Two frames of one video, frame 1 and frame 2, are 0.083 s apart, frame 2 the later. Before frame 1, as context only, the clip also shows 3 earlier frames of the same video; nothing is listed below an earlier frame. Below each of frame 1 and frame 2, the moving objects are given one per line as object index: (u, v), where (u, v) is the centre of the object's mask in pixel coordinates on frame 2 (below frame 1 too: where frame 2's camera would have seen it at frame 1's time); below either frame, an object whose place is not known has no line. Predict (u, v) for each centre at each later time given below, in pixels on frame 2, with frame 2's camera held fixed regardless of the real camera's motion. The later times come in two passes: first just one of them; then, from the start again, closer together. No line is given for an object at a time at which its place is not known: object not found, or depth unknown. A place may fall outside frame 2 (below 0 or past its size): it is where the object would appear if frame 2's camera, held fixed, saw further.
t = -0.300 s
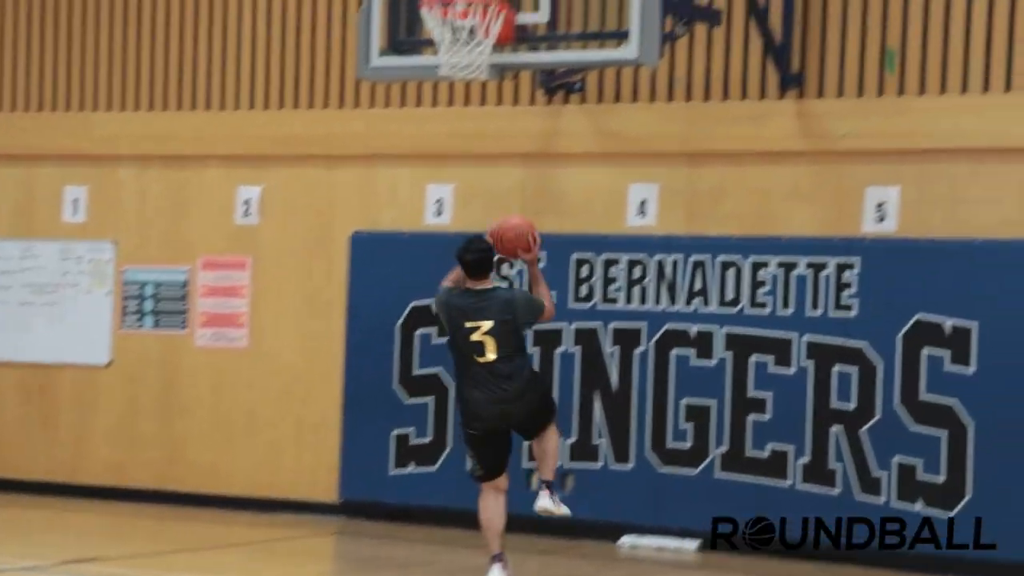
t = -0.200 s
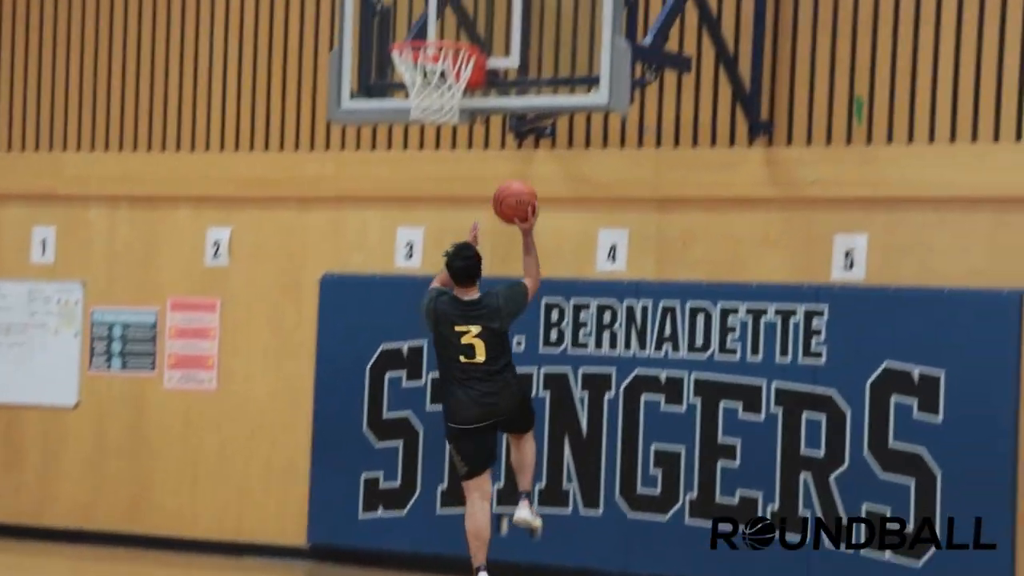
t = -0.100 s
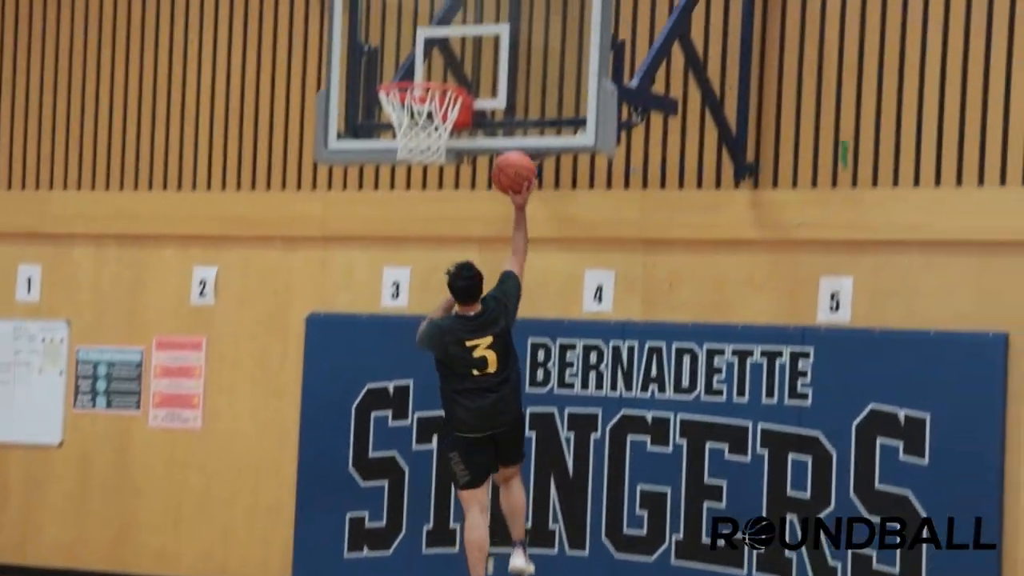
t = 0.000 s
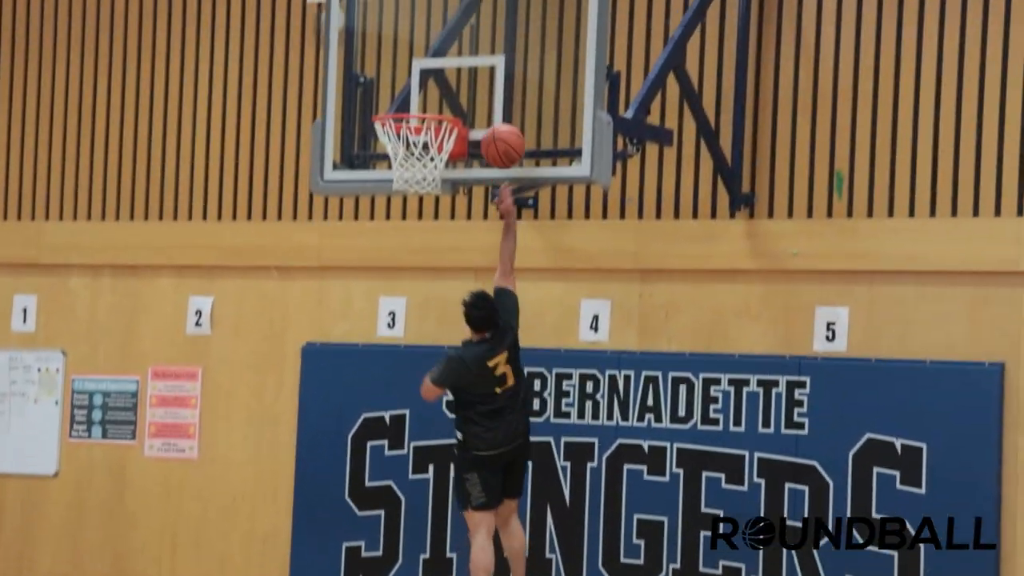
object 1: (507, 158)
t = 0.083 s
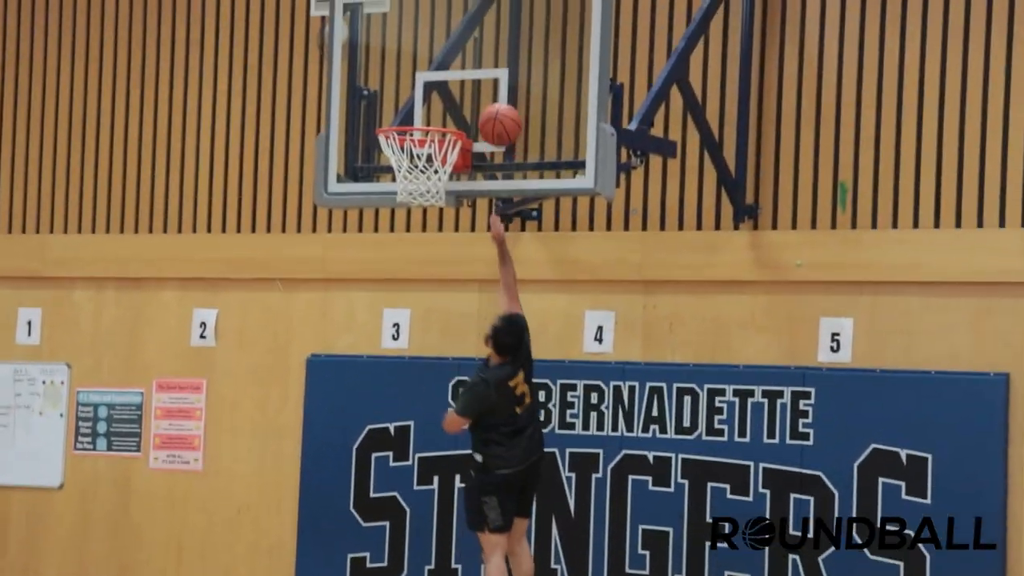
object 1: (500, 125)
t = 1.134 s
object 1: (431, 400)
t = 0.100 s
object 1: (498, 119)
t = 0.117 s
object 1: (496, 116)
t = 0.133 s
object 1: (493, 113)
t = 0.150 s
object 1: (489, 110)
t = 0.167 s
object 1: (486, 107)
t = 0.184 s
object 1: (482, 106)
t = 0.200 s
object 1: (479, 105)
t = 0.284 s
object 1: (461, 106)
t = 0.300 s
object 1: (458, 107)
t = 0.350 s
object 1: (448, 112)
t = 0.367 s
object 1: (444, 113)
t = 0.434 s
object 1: (425, 133)
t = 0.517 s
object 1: (411, 171)
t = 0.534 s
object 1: (409, 174)
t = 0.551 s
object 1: (409, 165)
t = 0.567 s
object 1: (409, 195)
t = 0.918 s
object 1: (425, 257)
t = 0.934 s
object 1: (425, 265)
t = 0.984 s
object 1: (427, 292)
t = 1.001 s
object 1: (428, 303)
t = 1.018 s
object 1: (429, 313)
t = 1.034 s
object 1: (429, 324)
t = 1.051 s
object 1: (429, 335)
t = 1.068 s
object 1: (429, 348)
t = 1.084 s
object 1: (429, 362)
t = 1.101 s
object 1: (430, 374)
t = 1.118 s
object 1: (430, 387)
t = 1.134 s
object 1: (431, 400)
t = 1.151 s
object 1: (431, 416)
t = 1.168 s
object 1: (431, 430)
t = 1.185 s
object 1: (433, 447)
